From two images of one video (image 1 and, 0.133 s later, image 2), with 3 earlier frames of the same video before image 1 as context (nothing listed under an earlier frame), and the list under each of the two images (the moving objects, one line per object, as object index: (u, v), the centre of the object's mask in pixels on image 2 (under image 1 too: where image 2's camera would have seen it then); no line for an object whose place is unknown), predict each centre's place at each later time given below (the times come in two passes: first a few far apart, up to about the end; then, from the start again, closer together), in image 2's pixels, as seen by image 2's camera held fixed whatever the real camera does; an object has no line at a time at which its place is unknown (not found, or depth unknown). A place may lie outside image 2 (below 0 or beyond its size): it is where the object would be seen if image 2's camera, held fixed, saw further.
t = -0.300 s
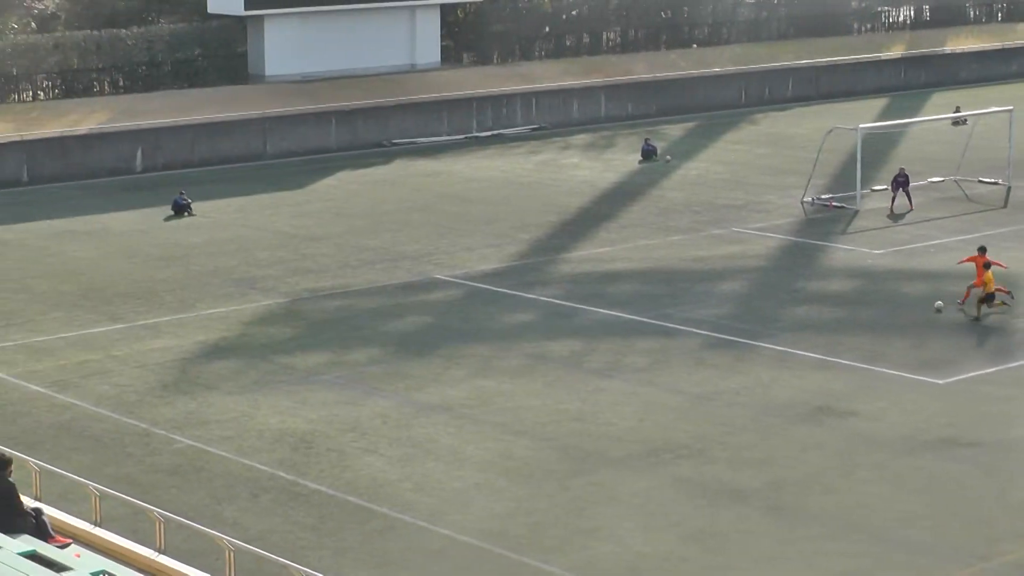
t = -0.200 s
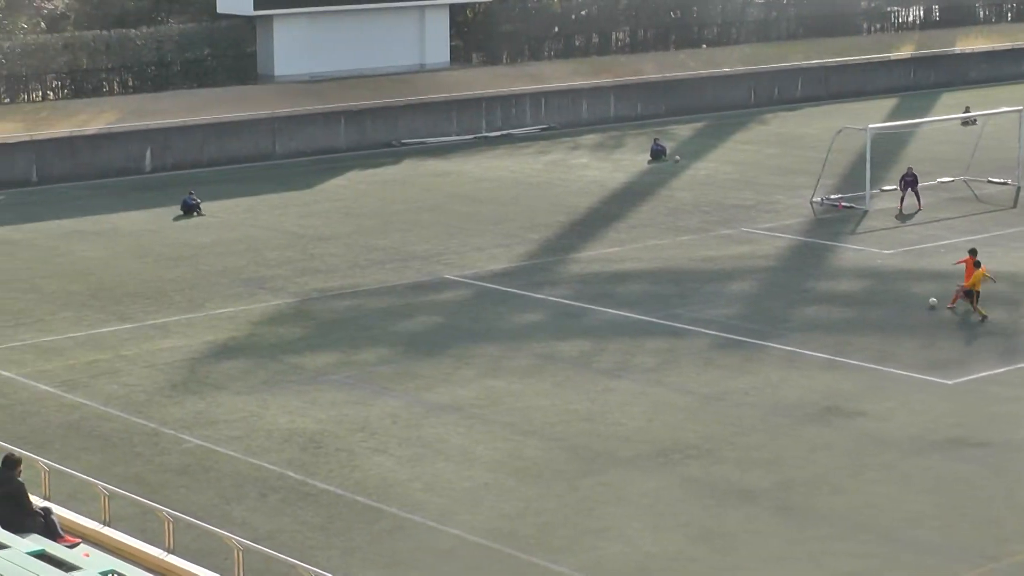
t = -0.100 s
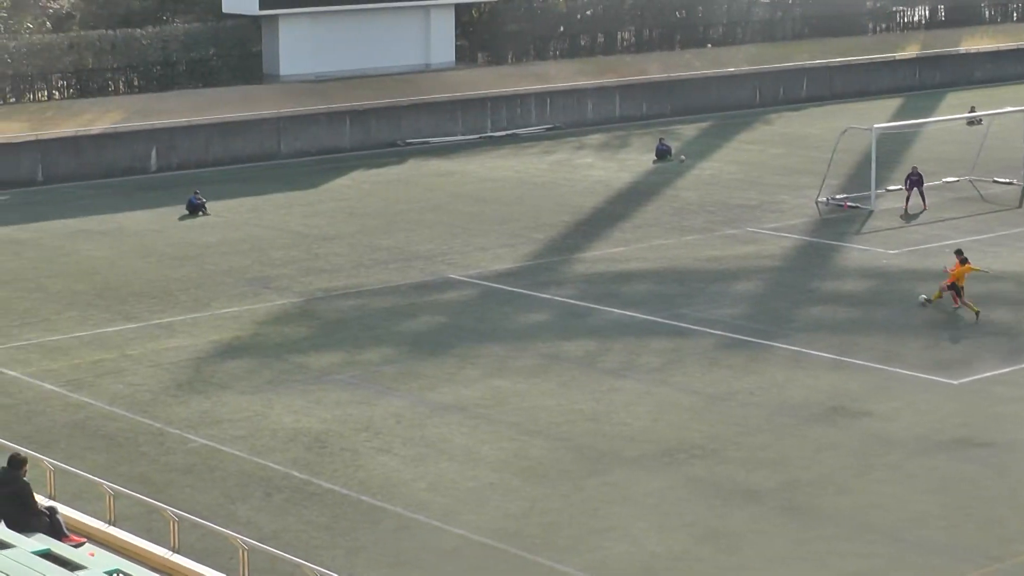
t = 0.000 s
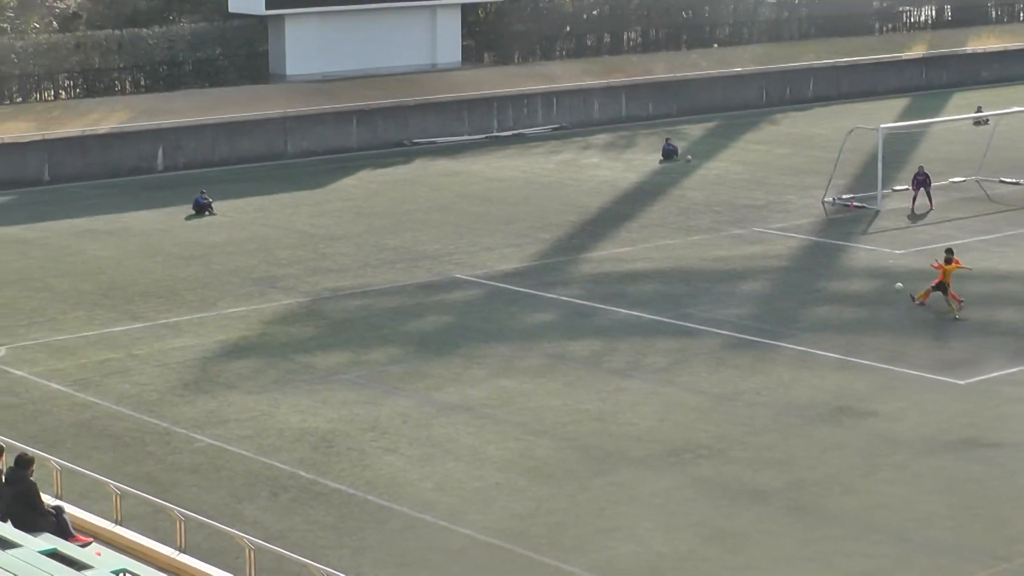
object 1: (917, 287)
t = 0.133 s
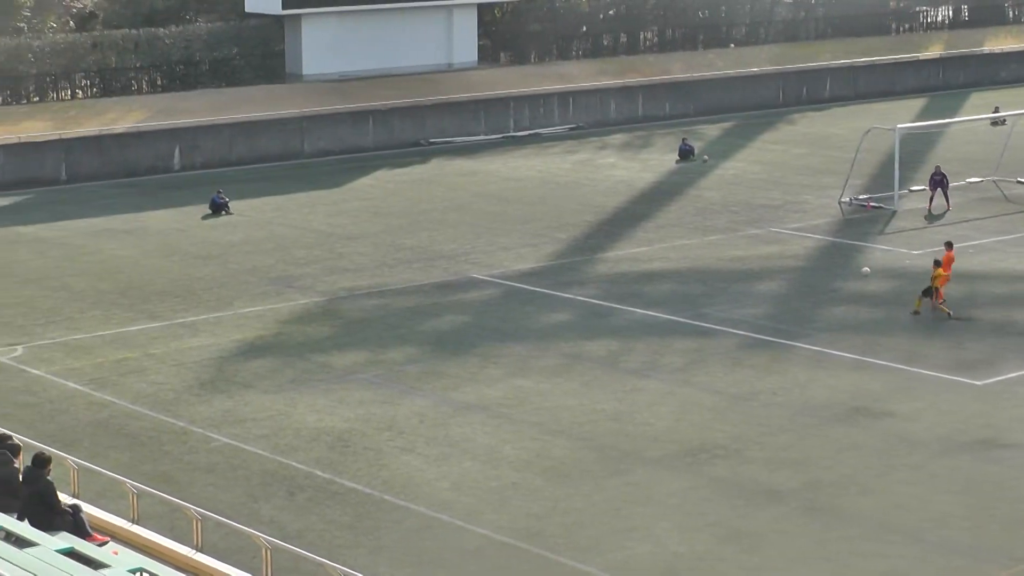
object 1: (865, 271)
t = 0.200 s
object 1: (840, 266)
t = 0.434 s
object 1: (751, 260)
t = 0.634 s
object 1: (675, 269)
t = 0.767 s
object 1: (624, 286)
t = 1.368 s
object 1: (439, 337)
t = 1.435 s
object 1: (425, 333)
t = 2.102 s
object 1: (292, 369)
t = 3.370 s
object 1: (34, 399)
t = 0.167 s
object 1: (853, 269)
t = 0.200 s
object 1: (840, 266)
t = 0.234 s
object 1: (827, 264)
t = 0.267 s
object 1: (814, 262)
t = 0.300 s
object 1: (802, 261)
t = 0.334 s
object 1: (789, 260)
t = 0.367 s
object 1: (776, 260)
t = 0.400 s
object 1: (763, 260)
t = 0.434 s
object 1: (751, 260)
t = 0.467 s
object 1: (738, 260)
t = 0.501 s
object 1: (725, 261)
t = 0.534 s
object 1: (712, 263)
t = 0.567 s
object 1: (701, 265)
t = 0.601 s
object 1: (686, 267)
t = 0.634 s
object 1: (675, 269)
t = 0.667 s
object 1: (662, 274)
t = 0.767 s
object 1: (624, 286)
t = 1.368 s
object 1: (439, 337)
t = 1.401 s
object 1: (432, 335)
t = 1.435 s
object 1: (425, 333)
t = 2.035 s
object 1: (305, 376)
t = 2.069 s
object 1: (298, 372)
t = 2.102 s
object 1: (292, 369)
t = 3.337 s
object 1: (41, 400)
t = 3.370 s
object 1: (34, 399)
